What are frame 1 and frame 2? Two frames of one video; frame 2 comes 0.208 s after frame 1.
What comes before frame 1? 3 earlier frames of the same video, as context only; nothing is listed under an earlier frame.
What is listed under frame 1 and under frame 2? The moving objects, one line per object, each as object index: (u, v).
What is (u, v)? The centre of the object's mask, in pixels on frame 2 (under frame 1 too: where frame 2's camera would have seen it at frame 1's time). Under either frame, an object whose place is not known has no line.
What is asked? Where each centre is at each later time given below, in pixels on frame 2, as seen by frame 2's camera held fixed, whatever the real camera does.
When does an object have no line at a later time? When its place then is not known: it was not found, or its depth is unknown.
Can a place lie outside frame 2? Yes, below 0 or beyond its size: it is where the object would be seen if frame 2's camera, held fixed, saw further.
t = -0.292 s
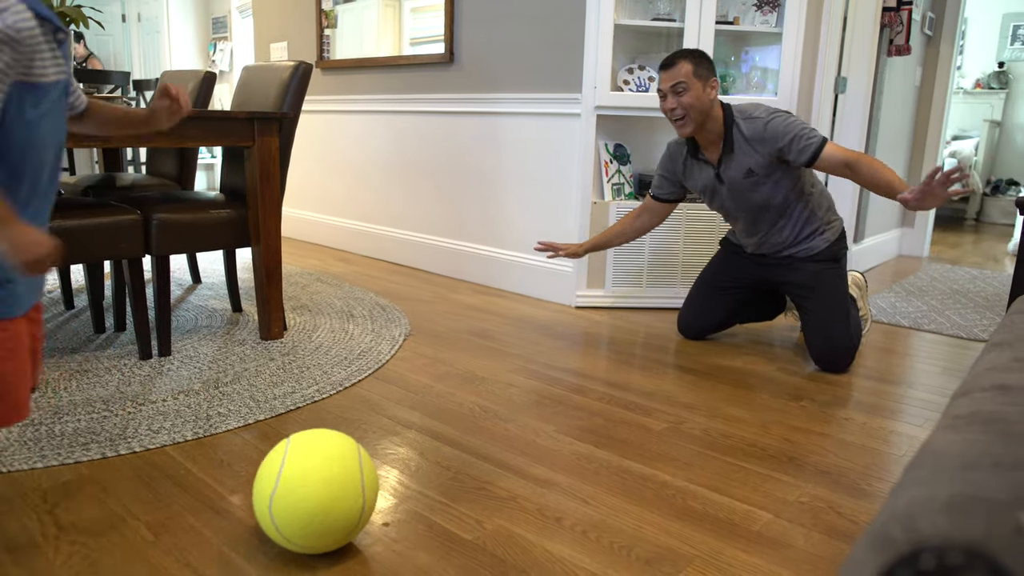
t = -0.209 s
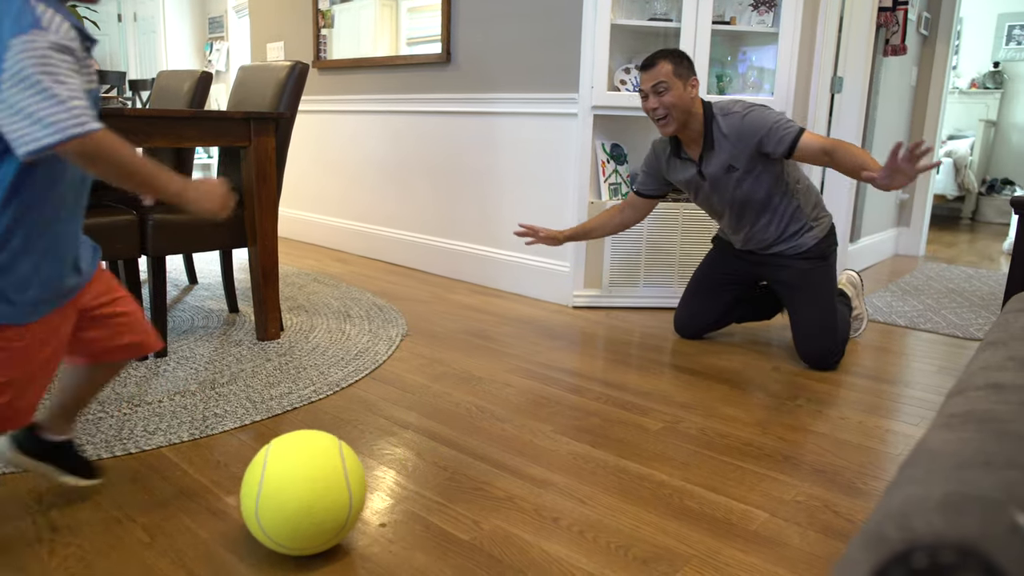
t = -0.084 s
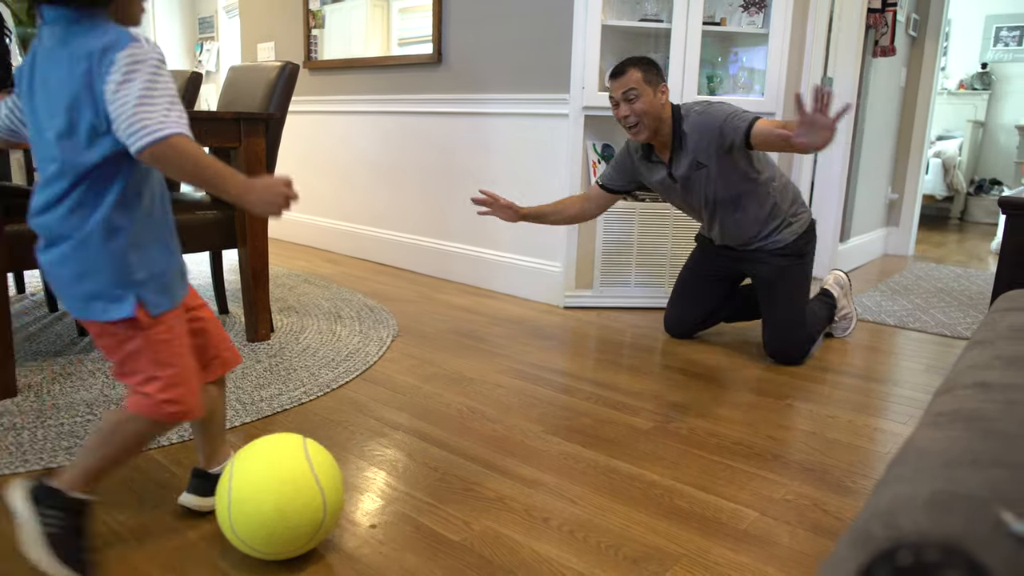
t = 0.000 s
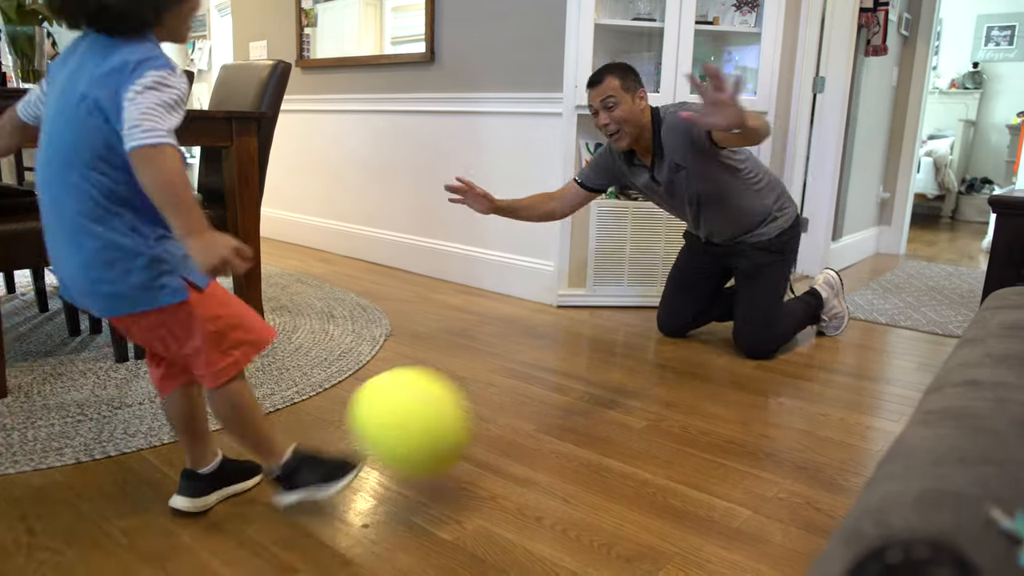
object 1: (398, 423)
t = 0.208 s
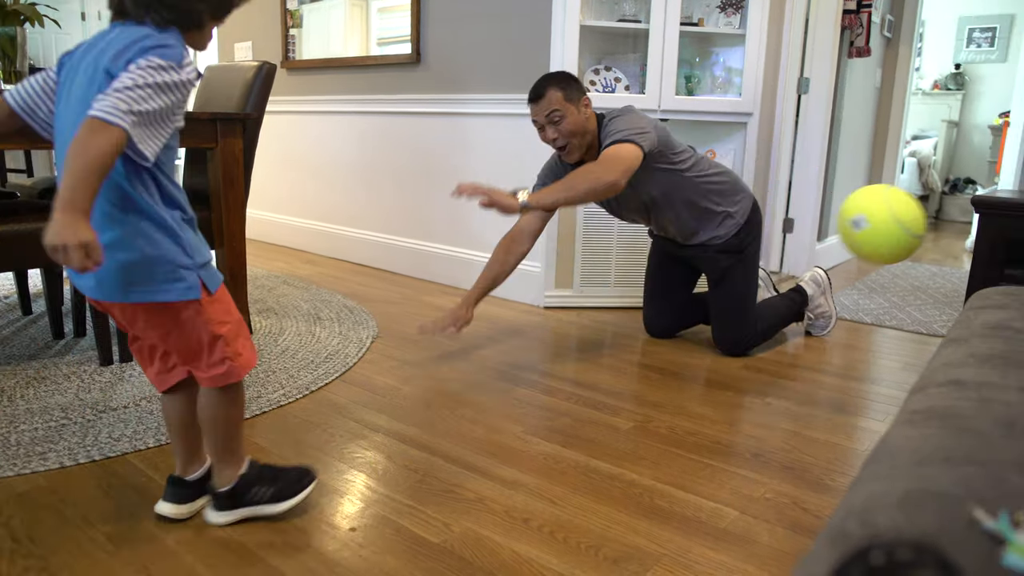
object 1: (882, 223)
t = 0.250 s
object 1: (938, 212)
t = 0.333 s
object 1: (995, 237)
